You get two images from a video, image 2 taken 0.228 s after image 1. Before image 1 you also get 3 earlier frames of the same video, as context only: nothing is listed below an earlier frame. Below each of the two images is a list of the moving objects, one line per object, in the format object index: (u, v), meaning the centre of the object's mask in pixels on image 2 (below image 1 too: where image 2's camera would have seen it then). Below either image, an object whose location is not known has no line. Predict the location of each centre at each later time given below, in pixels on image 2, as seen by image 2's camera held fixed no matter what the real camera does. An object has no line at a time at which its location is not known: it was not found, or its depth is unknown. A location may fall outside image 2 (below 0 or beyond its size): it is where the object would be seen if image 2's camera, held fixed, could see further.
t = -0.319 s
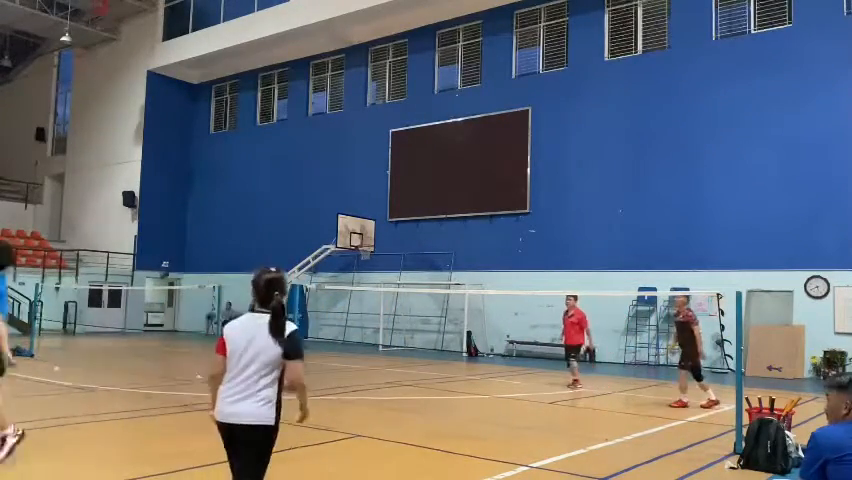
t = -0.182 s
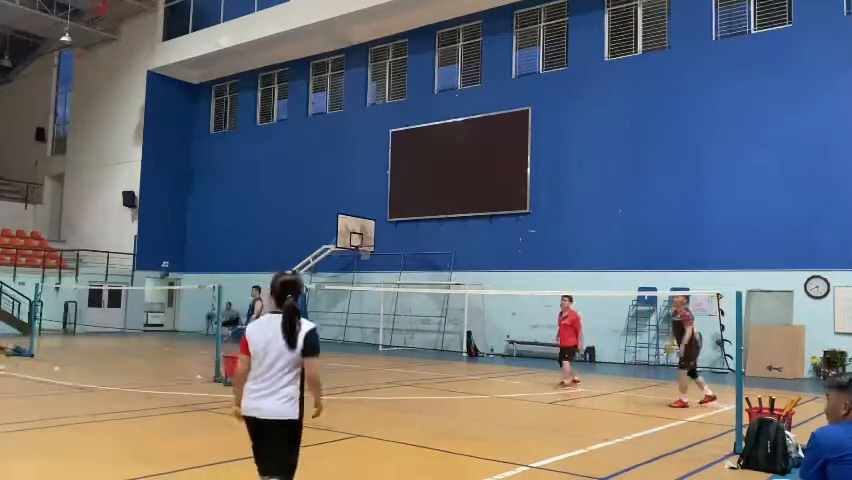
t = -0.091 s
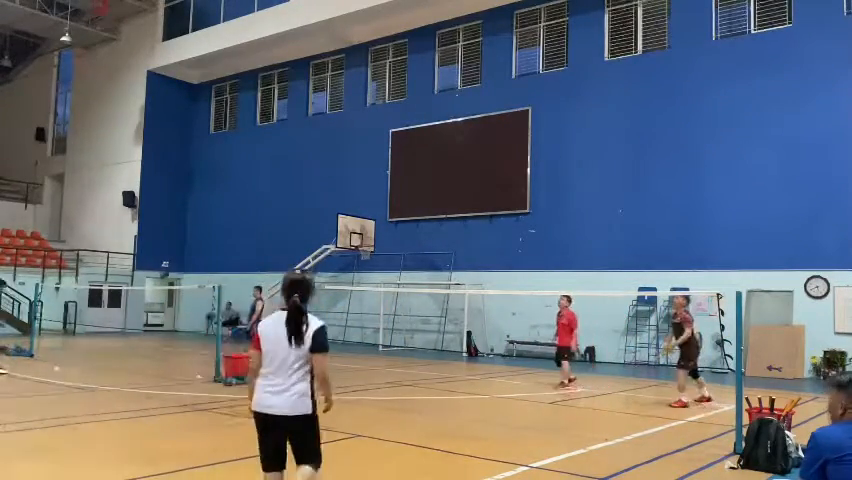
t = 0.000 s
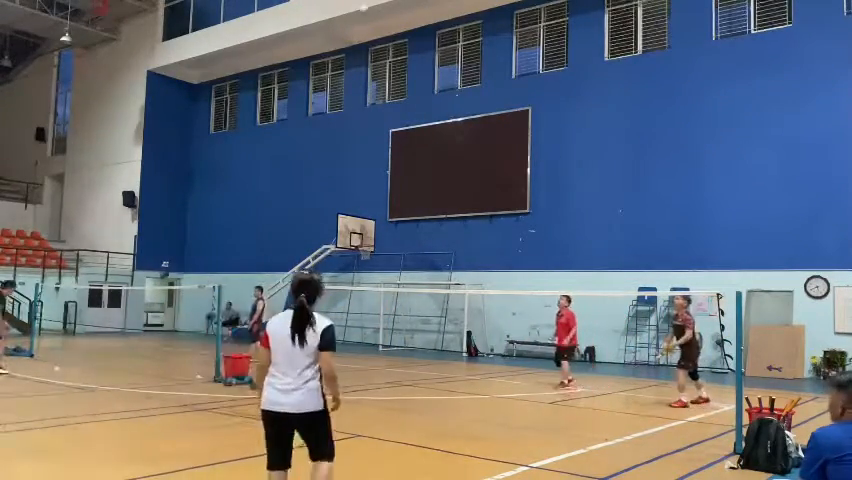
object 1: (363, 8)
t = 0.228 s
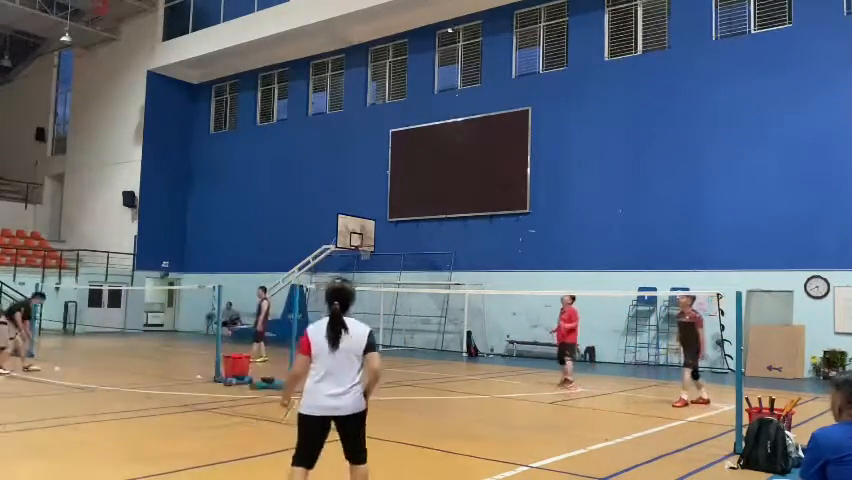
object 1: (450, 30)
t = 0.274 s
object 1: (460, 40)
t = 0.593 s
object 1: (516, 133)
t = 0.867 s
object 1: (541, 246)
